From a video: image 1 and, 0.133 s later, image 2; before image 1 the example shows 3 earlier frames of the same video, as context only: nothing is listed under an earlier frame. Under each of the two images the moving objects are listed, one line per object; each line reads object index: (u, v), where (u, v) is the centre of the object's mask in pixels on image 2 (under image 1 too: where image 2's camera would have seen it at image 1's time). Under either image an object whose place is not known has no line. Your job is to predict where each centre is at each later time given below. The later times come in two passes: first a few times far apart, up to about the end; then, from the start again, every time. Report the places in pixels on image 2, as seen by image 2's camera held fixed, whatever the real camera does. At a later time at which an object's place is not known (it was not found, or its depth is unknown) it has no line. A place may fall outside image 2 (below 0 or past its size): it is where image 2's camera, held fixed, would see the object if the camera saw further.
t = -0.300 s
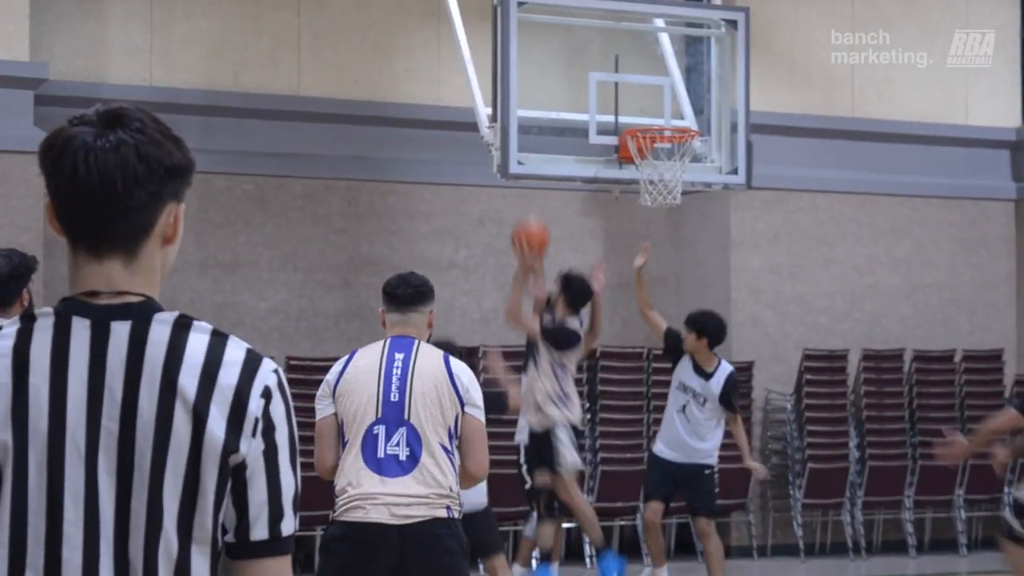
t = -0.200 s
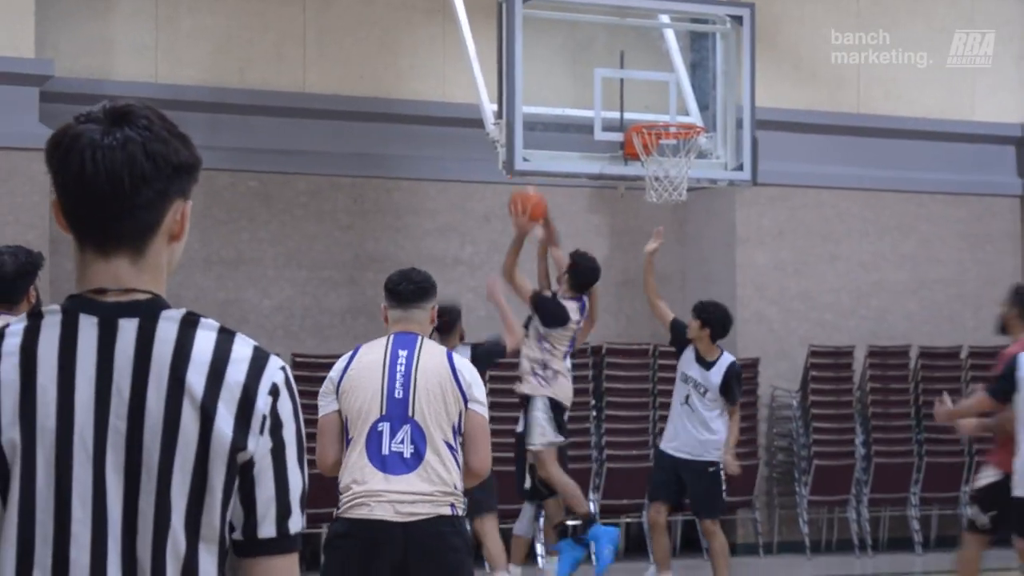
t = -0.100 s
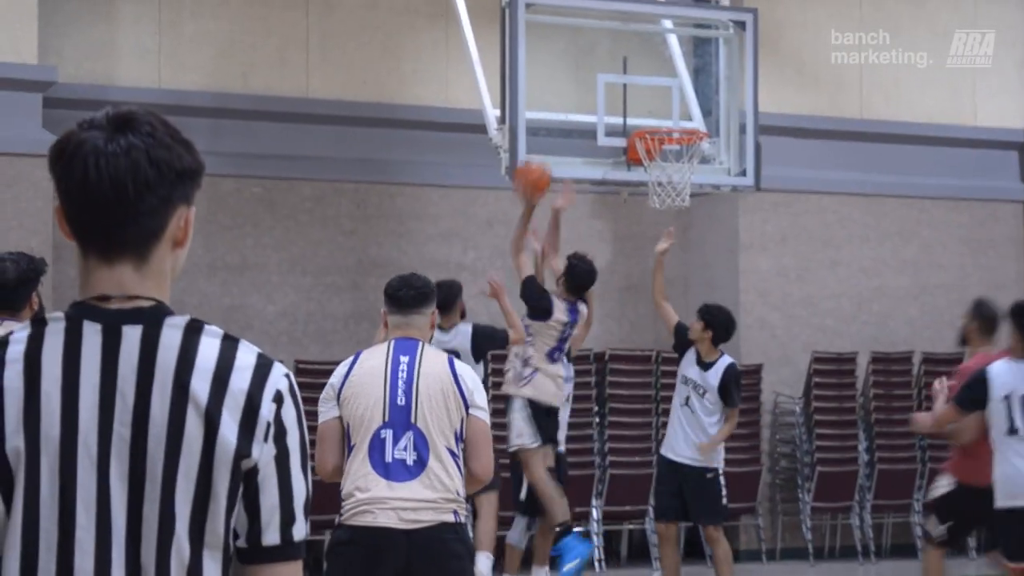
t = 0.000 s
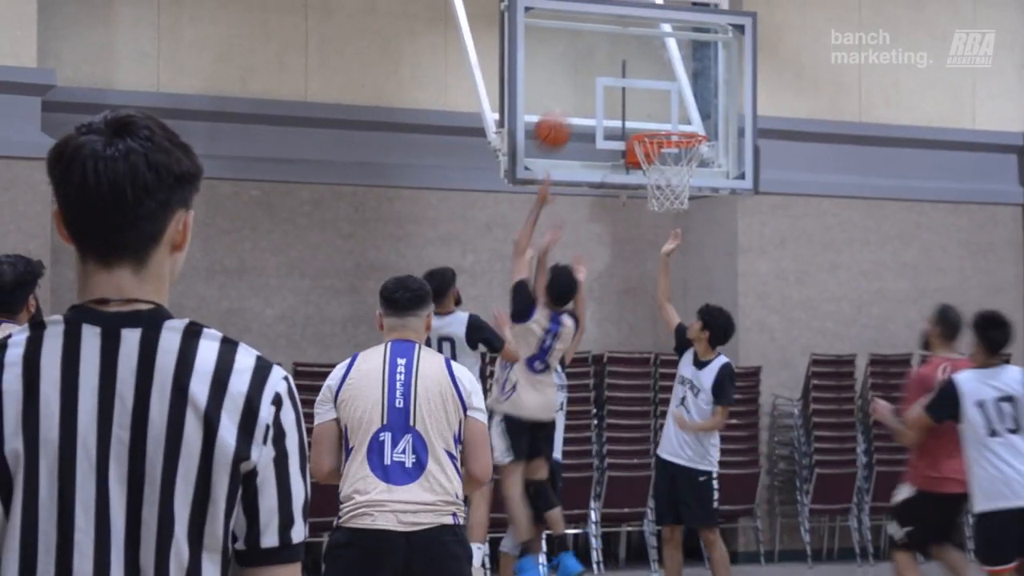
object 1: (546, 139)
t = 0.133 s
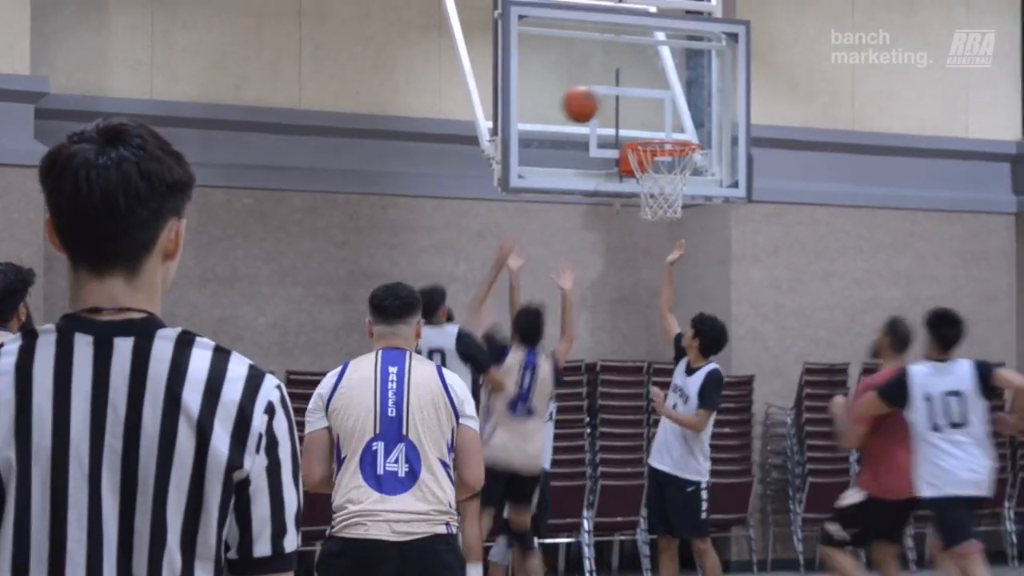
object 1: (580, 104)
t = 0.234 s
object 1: (611, 104)
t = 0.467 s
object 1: (662, 122)
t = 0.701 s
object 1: (684, 125)
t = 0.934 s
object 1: (690, 127)
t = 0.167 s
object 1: (590, 102)
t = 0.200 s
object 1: (601, 102)
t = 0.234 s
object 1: (611, 104)
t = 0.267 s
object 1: (621, 106)
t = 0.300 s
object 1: (631, 112)
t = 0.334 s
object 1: (642, 117)
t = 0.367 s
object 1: (650, 124)
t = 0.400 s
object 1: (655, 122)
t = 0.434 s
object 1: (658, 121)
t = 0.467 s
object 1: (662, 122)
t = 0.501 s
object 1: (665, 124)
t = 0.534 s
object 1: (669, 125)
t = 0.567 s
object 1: (673, 124)
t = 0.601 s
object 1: (676, 124)
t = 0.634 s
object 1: (679, 125)
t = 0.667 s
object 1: (681, 125)
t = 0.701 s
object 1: (684, 125)
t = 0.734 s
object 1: (686, 125)
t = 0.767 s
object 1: (688, 126)
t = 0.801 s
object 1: (689, 126)
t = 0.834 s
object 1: (690, 126)
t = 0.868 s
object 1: (690, 126)
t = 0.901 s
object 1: (690, 127)
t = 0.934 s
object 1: (690, 127)
